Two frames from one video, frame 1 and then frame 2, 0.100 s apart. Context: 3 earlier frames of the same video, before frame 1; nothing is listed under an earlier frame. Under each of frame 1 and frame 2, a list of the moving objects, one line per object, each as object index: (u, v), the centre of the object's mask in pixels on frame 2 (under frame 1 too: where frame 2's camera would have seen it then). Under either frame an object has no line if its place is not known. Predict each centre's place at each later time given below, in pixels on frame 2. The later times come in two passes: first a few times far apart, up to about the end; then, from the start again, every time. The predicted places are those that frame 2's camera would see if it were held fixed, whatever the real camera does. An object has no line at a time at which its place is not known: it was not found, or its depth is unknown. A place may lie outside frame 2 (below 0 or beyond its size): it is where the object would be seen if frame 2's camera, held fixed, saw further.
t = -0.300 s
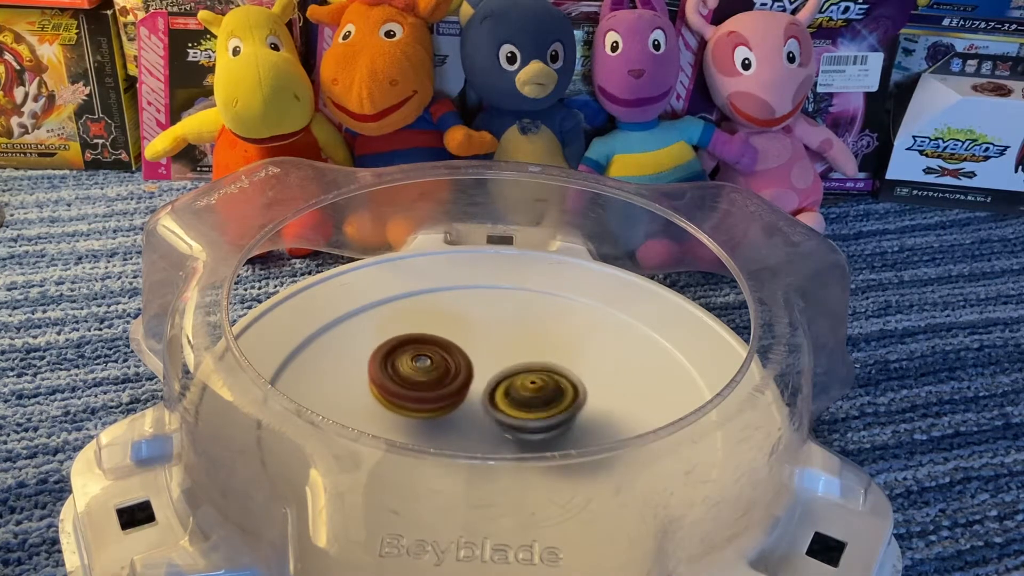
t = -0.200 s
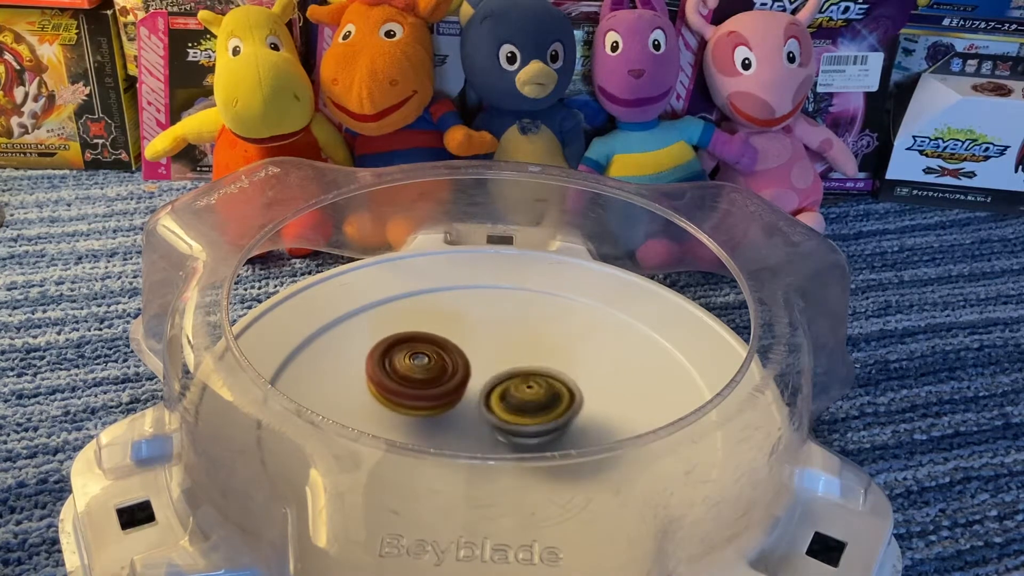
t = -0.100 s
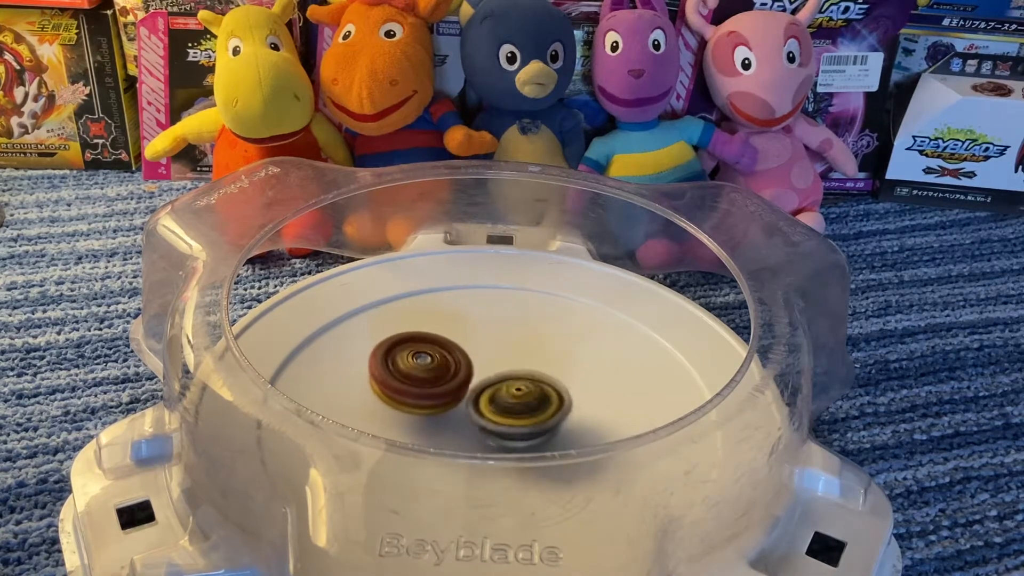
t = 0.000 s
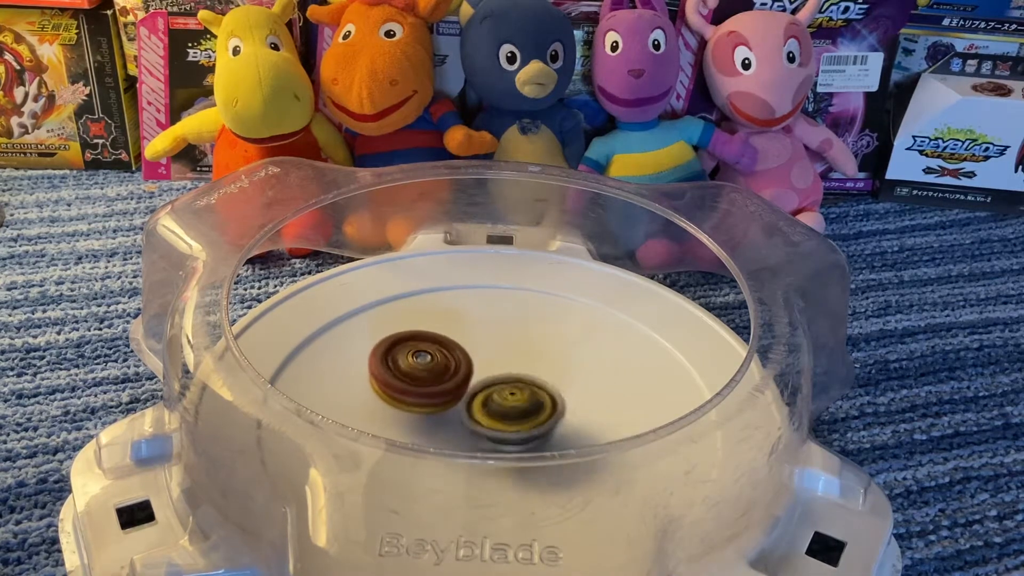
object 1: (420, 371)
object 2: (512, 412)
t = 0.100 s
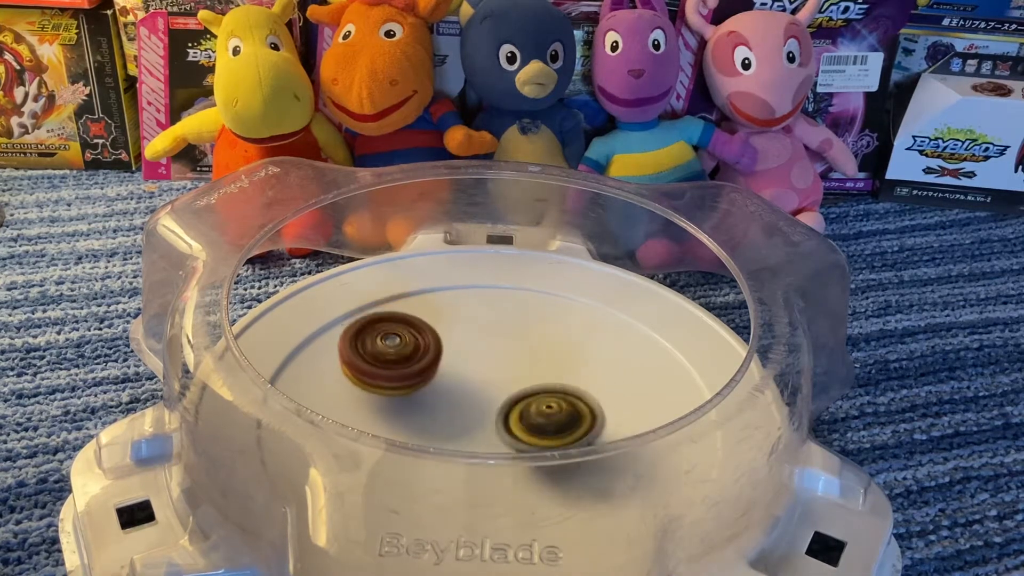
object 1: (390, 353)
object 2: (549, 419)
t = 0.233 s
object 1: (394, 349)
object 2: (580, 412)
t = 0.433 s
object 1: (412, 353)
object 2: (555, 388)
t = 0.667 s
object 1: (388, 358)
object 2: (519, 380)
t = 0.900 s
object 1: (379, 358)
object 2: (488, 391)
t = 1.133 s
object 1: (392, 366)
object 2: (490, 409)
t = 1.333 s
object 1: (409, 373)
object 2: (518, 407)
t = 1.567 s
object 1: (430, 379)
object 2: (538, 382)
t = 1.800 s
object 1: (423, 388)
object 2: (524, 350)
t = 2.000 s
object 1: (408, 405)
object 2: (507, 335)
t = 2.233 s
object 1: (416, 411)
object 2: (492, 350)
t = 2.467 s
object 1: (433, 417)
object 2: (527, 379)
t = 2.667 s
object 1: (454, 419)
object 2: (561, 377)
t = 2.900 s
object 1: (484, 419)
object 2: (543, 360)
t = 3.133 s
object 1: (486, 423)
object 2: (490, 355)
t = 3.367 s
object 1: (498, 447)
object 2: (431, 356)
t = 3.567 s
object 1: (513, 472)
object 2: (385, 334)
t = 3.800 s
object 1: (505, 469)
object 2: (388, 363)
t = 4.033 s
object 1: (522, 440)
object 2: (439, 361)
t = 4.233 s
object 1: (524, 426)
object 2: (478, 351)
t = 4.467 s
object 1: (529, 424)
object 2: (491, 314)
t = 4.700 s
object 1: (516, 422)
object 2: (466, 319)
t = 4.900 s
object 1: (502, 423)
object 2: (467, 353)
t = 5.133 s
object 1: (459, 442)
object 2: (474, 333)
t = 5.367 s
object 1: (414, 409)
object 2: (461, 308)
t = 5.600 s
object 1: (411, 403)
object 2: (479, 315)
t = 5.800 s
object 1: (419, 409)
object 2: (510, 334)
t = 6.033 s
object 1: (462, 415)
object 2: (541, 368)
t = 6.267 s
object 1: (435, 421)
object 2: (591, 375)
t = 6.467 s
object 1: (435, 420)
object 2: (585, 389)
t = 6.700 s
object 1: (429, 398)
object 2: (553, 406)
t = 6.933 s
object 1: (470, 348)
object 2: (528, 408)
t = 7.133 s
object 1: (510, 339)
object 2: (488, 414)
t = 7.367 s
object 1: (521, 345)
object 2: (439, 410)
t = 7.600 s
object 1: (526, 367)
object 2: (420, 404)
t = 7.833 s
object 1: (539, 400)
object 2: (391, 396)
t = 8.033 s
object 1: (534, 410)
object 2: (391, 393)
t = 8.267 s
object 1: (544, 411)
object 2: (421, 385)
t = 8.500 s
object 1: (539, 410)
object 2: (445, 372)
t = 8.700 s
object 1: (536, 410)
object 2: (449, 356)
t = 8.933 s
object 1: (499, 411)
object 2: (453, 343)
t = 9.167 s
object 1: (461, 421)
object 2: (454, 315)
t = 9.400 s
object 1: (444, 422)
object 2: (462, 305)
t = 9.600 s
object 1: (444, 416)
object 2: (478, 333)
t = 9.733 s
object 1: (444, 409)
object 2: (494, 340)
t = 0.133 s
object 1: (388, 351)
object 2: (559, 418)
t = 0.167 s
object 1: (389, 350)
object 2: (567, 417)
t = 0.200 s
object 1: (391, 349)
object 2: (575, 415)
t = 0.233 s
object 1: (394, 349)
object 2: (580, 412)
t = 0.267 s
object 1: (396, 349)
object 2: (583, 410)
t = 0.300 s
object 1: (399, 349)
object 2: (583, 406)
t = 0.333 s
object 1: (402, 350)
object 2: (580, 403)
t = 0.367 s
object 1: (405, 351)
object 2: (573, 397)
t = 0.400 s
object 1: (409, 352)
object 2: (565, 392)
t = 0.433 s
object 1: (412, 353)
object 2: (555, 388)
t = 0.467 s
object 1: (416, 354)
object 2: (544, 384)
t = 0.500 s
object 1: (420, 356)
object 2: (531, 382)
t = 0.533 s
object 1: (420, 357)
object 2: (522, 380)
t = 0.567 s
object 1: (404, 356)
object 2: (528, 381)
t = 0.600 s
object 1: (393, 356)
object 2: (530, 381)
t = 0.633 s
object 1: (388, 357)
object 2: (527, 380)
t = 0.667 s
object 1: (388, 358)
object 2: (519, 380)
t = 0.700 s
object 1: (389, 359)
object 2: (510, 379)
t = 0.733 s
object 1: (391, 359)
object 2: (499, 380)
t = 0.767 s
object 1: (387, 359)
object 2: (495, 381)
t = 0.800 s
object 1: (380, 357)
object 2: (495, 384)
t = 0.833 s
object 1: (377, 357)
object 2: (493, 386)
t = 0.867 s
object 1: (377, 358)
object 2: (490, 388)
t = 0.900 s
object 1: (379, 358)
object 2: (488, 391)
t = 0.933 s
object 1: (380, 359)
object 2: (486, 394)
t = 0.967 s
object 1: (383, 360)
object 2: (483, 396)
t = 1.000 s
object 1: (385, 362)
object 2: (482, 399)
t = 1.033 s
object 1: (385, 363)
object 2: (483, 402)
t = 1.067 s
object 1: (387, 364)
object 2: (485, 405)
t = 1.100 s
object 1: (389, 365)
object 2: (487, 407)
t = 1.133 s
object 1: (392, 366)
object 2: (490, 409)
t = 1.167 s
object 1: (395, 368)
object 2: (492, 409)
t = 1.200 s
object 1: (399, 370)
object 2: (495, 410)
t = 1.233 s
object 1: (401, 370)
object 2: (501, 410)
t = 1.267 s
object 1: (402, 371)
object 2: (507, 410)
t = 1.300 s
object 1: (405, 372)
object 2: (513, 409)
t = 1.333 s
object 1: (409, 373)
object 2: (518, 407)
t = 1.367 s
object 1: (413, 374)
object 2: (521, 404)
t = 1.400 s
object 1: (418, 376)
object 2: (524, 401)
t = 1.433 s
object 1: (422, 377)
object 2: (528, 398)
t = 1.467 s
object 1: (422, 378)
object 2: (535, 395)
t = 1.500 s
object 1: (426, 378)
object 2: (538, 391)
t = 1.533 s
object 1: (429, 379)
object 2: (538, 387)
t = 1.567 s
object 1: (430, 379)
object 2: (538, 382)
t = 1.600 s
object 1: (431, 380)
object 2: (538, 377)
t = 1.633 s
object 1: (428, 381)
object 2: (539, 371)
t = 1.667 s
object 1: (427, 382)
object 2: (537, 367)
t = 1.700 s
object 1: (429, 382)
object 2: (532, 362)
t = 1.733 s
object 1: (428, 384)
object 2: (529, 358)
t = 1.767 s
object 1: (423, 386)
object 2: (528, 353)
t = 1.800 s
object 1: (423, 388)
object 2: (524, 350)
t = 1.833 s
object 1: (424, 389)
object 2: (518, 348)
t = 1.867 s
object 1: (426, 390)
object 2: (511, 347)
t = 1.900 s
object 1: (427, 391)
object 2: (504, 346)
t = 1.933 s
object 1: (417, 398)
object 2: (508, 341)
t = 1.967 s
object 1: (410, 403)
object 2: (509, 337)
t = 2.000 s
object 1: (408, 405)
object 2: (507, 335)
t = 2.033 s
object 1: (408, 406)
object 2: (506, 334)
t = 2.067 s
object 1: (408, 407)
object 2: (503, 334)
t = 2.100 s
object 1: (409, 408)
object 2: (500, 335)
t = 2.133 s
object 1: (410, 409)
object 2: (498, 337)
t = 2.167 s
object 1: (412, 410)
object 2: (495, 341)
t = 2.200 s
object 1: (414, 410)
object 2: (493, 345)
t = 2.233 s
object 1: (416, 411)
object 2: (492, 350)
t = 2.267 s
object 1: (419, 412)
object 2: (492, 355)
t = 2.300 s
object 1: (422, 413)
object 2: (493, 361)
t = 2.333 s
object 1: (426, 414)
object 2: (496, 367)
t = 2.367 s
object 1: (427, 415)
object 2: (503, 371)
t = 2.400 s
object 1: (430, 415)
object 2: (510, 375)
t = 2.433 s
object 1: (431, 416)
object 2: (519, 377)
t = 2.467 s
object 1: (433, 417)
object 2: (527, 379)
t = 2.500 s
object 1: (436, 418)
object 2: (534, 381)
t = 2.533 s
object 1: (438, 419)
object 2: (541, 381)
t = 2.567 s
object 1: (441, 419)
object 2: (547, 381)
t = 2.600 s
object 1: (444, 419)
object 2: (553, 381)
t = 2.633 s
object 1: (449, 419)
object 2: (558, 379)
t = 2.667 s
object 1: (454, 419)
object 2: (561, 377)
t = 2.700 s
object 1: (460, 419)
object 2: (561, 375)
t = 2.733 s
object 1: (467, 418)
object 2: (560, 373)
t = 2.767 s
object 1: (475, 417)
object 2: (557, 372)
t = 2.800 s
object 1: (480, 417)
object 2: (556, 368)
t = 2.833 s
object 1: (483, 418)
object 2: (553, 365)
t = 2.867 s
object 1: (484, 417)
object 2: (548, 363)
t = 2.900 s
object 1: (484, 419)
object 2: (543, 360)
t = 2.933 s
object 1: (484, 419)
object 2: (537, 358)
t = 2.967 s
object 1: (484, 419)
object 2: (530, 357)
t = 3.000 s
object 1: (484, 419)
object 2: (522, 356)
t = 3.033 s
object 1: (485, 419)
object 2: (514, 356)
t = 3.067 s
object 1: (485, 420)
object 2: (507, 355)
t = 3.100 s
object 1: (485, 420)
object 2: (498, 356)
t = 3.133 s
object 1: (486, 423)
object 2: (490, 355)
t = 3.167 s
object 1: (486, 424)
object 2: (481, 355)
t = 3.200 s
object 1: (486, 424)
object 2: (472, 356)
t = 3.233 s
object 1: (486, 424)
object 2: (463, 358)
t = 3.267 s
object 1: (486, 424)
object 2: (454, 361)
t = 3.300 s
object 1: (486, 424)
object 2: (447, 365)
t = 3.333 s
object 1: (489, 426)
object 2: (441, 367)
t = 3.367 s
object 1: (498, 447)
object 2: (431, 356)
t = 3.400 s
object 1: (506, 453)
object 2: (423, 346)
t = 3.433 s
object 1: (511, 467)
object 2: (415, 341)
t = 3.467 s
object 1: (512, 469)
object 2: (408, 339)
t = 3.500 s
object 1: (514, 476)
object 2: (400, 336)
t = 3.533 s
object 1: (513, 472)
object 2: (392, 335)
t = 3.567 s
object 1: (513, 472)
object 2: (385, 334)
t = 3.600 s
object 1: (512, 472)
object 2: (379, 335)
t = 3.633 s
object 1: (510, 472)
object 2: (374, 337)
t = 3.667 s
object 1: (509, 471)
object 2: (372, 341)
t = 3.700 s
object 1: (508, 469)
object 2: (372, 345)
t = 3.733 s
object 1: (507, 468)
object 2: (374, 349)
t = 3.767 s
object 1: (507, 471)
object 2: (380, 357)
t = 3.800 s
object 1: (505, 469)
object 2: (388, 363)
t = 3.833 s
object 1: (504, 467)
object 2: (397, 369)
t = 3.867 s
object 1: (501, 466)
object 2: (408, 374)
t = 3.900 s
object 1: (499, 447)
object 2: (419, 379)
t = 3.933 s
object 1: (497, 446)
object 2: (430, 383)
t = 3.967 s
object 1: (506, 430)
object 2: (435, 377)
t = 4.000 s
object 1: (517, 441)
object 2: (435, 368)
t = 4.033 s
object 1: (522, 440)
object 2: (439, 361)
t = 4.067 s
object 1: (524, 438)
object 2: (446, 359)
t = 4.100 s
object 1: (525, 430)
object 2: (453, 356)
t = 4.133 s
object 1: (526, 429)
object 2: (459, 356)
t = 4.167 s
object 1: (526, 428)
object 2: (465, 354)
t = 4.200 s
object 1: (525, 427)
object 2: (472, 353)
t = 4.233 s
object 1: (524, 426)
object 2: (478, 351)
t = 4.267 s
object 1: (523, 424)
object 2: (484, 350)
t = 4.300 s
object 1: (520, 420)
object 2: (489, 348)
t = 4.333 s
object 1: (519, 416)
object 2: (493, 345)
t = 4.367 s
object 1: (520, 415)
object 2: (496, 341)
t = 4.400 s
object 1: (527, 420)
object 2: (495, 328)
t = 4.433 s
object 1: (529, 423)
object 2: (493, 318)
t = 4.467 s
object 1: (529, 424)
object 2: (491, 314)
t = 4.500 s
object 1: (528, 424)
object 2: (488, 310)
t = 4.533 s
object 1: (526, 424)
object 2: (485, 307)
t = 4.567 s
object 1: (524, 424)
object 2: (480, 305)
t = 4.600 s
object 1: (523, 423)
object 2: (476, 306)
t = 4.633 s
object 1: (521, 423)
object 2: (472, 308)
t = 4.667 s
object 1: (518, 423)
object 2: (469, 313)
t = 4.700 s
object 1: (516, 422)
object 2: (466, 319)
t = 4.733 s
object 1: (513, 421)
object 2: (465, 325)
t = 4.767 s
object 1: (510, 421)
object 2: (465, 334)
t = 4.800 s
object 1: (507, 421)
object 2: (466, 341)
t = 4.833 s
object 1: (503, 419)
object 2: (467, 350)
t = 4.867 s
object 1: (500, 419)
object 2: (468, 355)
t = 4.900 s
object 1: (502, 423)
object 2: (467, 353)
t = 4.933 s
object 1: (500, 425)
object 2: (465, 354)
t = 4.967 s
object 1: (495, 424)
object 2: (465, 355)
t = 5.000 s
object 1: (490, 424)
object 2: (465, 357)
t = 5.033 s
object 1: (486, 423)
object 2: (467, 359)
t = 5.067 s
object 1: (480, 425)
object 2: (473, 356)
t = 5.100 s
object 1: (471, 428)
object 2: (474, 343)
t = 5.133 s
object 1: (459, 442)
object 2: (474, 333)
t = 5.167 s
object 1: (449, 440)
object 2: (474, 326)
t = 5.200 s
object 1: (441, 437)
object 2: (473, 321)
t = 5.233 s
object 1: (434, 431)
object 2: (471, 316)
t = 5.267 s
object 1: (429, 420)
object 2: (468, 312)
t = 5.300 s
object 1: (423, 416)
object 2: (466, 309)
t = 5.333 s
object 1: (418, 413)
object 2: (463, 307)
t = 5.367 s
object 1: (414, 409)
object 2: (461, 308)
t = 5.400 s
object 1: (412, 404)
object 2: (459, 310)
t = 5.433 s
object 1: (411, 398)
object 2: (458, 313)
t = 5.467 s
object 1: (414, 390)
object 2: (457, 317)
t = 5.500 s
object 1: (418, 383)
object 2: (458, 320)
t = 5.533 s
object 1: (414, 388)
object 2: (465, 319)
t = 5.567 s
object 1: (411, 397)
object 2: (473, 315)
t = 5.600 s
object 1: (411, 403)
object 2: (479, 315)
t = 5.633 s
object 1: (412, 405)
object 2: (484, 315)
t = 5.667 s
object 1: (413, 407)
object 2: (489, 318)
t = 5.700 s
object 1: (415, 408)
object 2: (494, 321)
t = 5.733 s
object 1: (416, 408)
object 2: (500, 324)
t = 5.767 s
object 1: (418, 409)
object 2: (505, 328)
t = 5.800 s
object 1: (419, 409)
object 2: (510, 334)
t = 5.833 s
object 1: (422, 409)
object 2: (514, 337)
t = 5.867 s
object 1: (426, 410)
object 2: (519, 343)
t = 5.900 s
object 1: (432, 411)
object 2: (524, 349)
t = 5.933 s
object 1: (439, 411)
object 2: (527, 354)
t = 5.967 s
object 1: (447, 412)
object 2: (530, 360)
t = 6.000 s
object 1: (457, 413)
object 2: (534, 365)
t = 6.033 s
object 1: (462, 415)
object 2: (541, 368)
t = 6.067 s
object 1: (465, 417)
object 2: (547, 370)
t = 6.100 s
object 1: (467, 418)
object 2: (551, 375)
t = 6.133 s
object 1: (462, 418)
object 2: (559, 376)
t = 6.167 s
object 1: (449, 421)
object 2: (572, 373)
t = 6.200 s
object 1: (440, 421)
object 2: (581, 372)
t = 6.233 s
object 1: (436, 421)
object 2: (587, 374)
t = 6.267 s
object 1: (435, 421)
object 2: (591, 375)
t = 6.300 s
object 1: (434, 421)
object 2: (594, 377)
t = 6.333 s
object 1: (434, 421)
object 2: (595, 379)
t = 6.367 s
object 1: (434, 421)
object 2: (595, 381)
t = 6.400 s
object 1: (434, 421)
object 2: (593, 384)
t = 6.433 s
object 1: (434, 420)
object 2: (590, 386)
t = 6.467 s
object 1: (435, 420)
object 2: (585, 389)
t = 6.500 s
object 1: (435, 419)
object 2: (580, 392)
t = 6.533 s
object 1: (436, 418)
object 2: (573, 395)
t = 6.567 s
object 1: (437, 417)
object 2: (565, 398)
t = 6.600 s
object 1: (440, 415)
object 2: (557, 400)
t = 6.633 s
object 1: (441, 412)
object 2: (549, 403)
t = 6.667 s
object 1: (432, 406)
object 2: (552, 405)
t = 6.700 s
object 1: (429, 398)
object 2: (553, 406)
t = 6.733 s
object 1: (430, 390)
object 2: (552, 407)
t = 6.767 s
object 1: (433, 381)
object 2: (550, 408)
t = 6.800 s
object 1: (439, 373)
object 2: (549, 408)
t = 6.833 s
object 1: (445, 366)
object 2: (545, 408)
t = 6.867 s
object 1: (452, 360)
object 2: (541, 407)
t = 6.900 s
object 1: (460, 354)
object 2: (534, 407)
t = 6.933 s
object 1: (470, 348)
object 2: (528, 408)
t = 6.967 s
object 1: (477, 343)
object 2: (521, 411)
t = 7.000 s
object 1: (485, 340)
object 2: (515, 412)
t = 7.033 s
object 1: (494, 338)
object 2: (508, 413)
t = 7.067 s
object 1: (501, 338)
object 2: (501, 414)
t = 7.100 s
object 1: (506, 338)
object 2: (494, 414)
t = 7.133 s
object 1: (510, 339)
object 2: (488, 414)
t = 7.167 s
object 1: (512, 339)
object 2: (480, 414)
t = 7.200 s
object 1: (514, 340)
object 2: (472, 414)
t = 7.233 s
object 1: (515, 341)
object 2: (465, 414)
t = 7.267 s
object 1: (517, 341)
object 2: (458, 414)
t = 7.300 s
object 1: (519, 342)
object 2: (452, 412)
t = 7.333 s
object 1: (520, 344)
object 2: (446, 412)
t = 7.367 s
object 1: (521, 345)
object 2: (439, 410)
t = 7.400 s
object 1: (522, 346)
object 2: (434, 409)
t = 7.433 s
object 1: (523, 348)
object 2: (429, 408)
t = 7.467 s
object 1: (524, 351)
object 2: (425, 407)
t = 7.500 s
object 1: (525, 354)
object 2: (422, 407)
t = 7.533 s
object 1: (525, 358)
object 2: (421, 405)
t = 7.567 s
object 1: (526, 362)
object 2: (421, 405)
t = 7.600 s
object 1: (526, 367)
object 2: (420, 404)
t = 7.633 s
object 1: (526, 373)
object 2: (422, 403)
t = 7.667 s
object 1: (525, 379)
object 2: (424, 402)
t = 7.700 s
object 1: (527, 384)
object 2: (421, 402)
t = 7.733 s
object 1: (536, 387)
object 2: (410, 399)
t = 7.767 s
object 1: (539, 392)
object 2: (402, 398)
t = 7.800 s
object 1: (540, 396)
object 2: (396, 397)
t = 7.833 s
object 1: (539, 400)
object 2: (391, 396)
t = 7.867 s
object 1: (539, 403)
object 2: (388, 395)
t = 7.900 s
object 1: (538, 405)
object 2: (385, 394)
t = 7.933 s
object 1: (537, 407)
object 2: (385, 394)
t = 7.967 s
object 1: (535, 408)
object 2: (385, 394)
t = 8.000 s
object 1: (535, 409)
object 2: (387, 393)
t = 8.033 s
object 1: (534, 410)
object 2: (391, 393)
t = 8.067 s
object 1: (532, 410)
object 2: (395, 392)
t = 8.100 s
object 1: (531, 411)
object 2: (402, 391)
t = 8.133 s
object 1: (530, 411)
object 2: (408, 390)
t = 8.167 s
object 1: (529, 411)
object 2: (416, 390)
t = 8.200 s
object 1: (528, 411)
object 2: (424, 390)
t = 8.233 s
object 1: (535, 411)
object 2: (425, 388)
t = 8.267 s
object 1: (544, 411)
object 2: (421, 385)
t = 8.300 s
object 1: (548, 410)
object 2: (422, 383)
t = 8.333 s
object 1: (548, 410)
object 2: (425, 381)
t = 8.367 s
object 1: (545, 410)
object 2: (426, 379)
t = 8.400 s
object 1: (543, 410)
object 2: (431, 377)
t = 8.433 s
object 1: (542, 410)
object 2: (435, 375)
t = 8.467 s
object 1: (541, 410)
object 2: (439, 373)
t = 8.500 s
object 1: (539, 410)
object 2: (445, 372)
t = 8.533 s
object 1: (537, 410)
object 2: (450, 370)
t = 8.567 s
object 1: (541, 410)
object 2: (449, 367)
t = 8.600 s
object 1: (543, 410)
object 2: (448, 363)
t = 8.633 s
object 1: (541, 410)
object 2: (448, 360)
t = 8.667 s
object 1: (539, 410)
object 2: (448, 358)
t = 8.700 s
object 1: (536, 410)
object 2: (449, 356)
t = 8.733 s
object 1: (533, 410)
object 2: (450, 355)
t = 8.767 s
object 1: (528, 410)
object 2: (451, 354)
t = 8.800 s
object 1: (522, 409)
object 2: (453, 354)
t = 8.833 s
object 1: (515, 409)
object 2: (454, 352)
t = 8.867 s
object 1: (511, 411)
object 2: (455, 349)
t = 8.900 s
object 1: (505, 411)
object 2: (454, 346)
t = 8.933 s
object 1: (499, 411)
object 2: (453, 343)
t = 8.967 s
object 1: (493, 411)
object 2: (452, 341)
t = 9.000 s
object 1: (486, 410)
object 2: (451, 340)
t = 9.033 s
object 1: (480, 409)
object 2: (451, 340)
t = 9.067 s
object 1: (474, 409)
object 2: (452, 340)
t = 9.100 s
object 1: (471, 414)
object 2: (455, 334)
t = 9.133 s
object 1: (467, 418)
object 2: (453, 323)
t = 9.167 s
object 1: (461, 421)
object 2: (454, 315)
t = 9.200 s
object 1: (455, 422)
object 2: (455, 311)
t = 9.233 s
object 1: (451, 422)
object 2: (455, 308)
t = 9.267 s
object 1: (448, 422)
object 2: (455, 306)
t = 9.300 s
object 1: (448, 422)
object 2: (456, 303)
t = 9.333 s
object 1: (447, 423)
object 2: (458, 303)
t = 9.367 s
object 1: (445, 422)
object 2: (459, 303)
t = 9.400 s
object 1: (444, 422)
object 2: (462, 305)
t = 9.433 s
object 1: (444, 422)
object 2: (466, 309)
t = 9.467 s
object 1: (443, 421)
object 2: (469, 313)
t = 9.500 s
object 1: (442, 421)
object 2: (472, 318)
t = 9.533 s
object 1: (443, 419)
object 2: (473, 324)
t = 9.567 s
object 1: (443, 418)
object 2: (476, 329)
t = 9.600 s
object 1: (444, 416)
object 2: (478, 333)
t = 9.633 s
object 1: (444, 413)
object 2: (479, 339)
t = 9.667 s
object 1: (446, 409)
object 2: (480, 343)
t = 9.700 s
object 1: (444, 409)
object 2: (487, 342)
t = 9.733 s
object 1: (444, 409)
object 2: (494, 340)
